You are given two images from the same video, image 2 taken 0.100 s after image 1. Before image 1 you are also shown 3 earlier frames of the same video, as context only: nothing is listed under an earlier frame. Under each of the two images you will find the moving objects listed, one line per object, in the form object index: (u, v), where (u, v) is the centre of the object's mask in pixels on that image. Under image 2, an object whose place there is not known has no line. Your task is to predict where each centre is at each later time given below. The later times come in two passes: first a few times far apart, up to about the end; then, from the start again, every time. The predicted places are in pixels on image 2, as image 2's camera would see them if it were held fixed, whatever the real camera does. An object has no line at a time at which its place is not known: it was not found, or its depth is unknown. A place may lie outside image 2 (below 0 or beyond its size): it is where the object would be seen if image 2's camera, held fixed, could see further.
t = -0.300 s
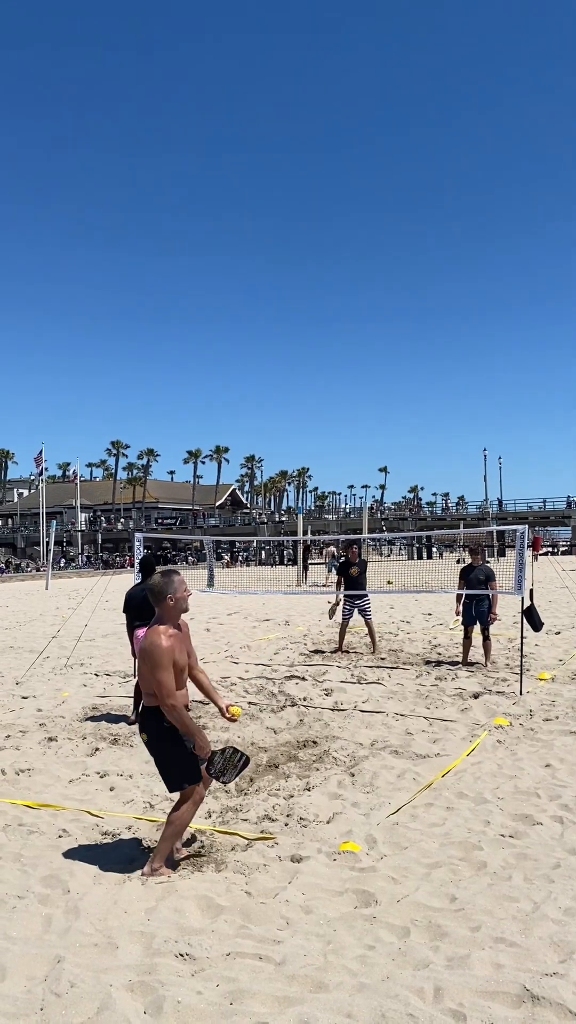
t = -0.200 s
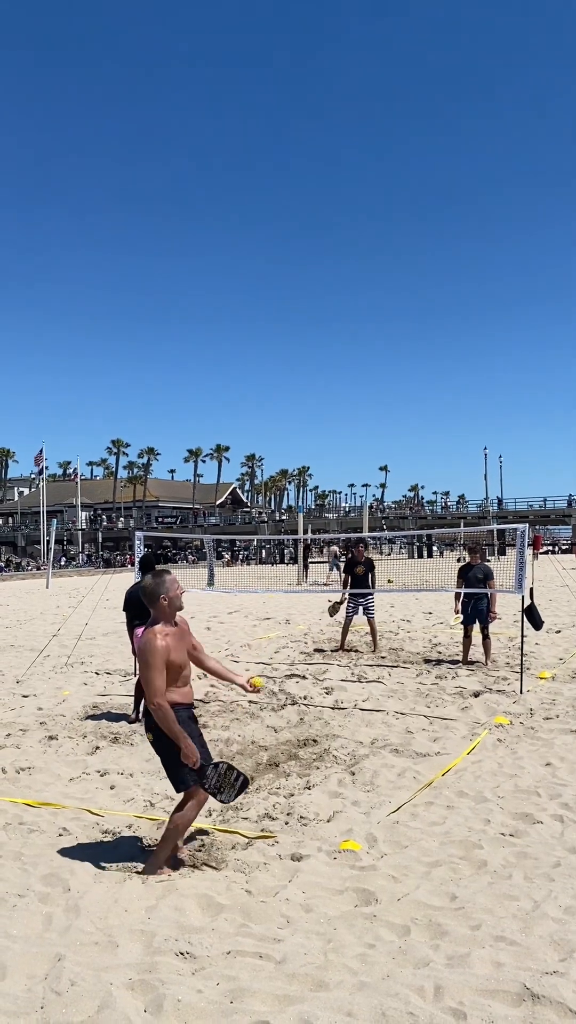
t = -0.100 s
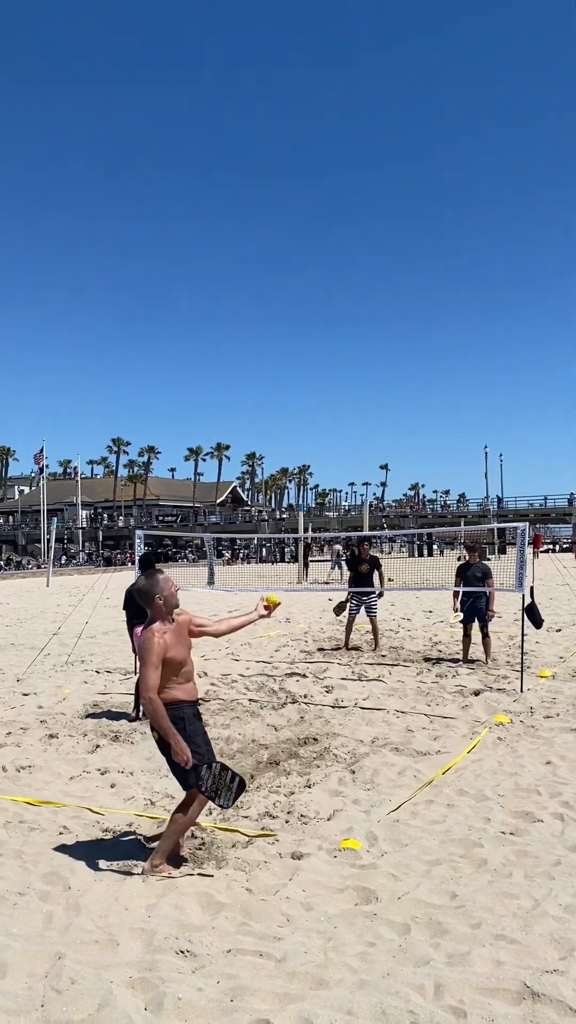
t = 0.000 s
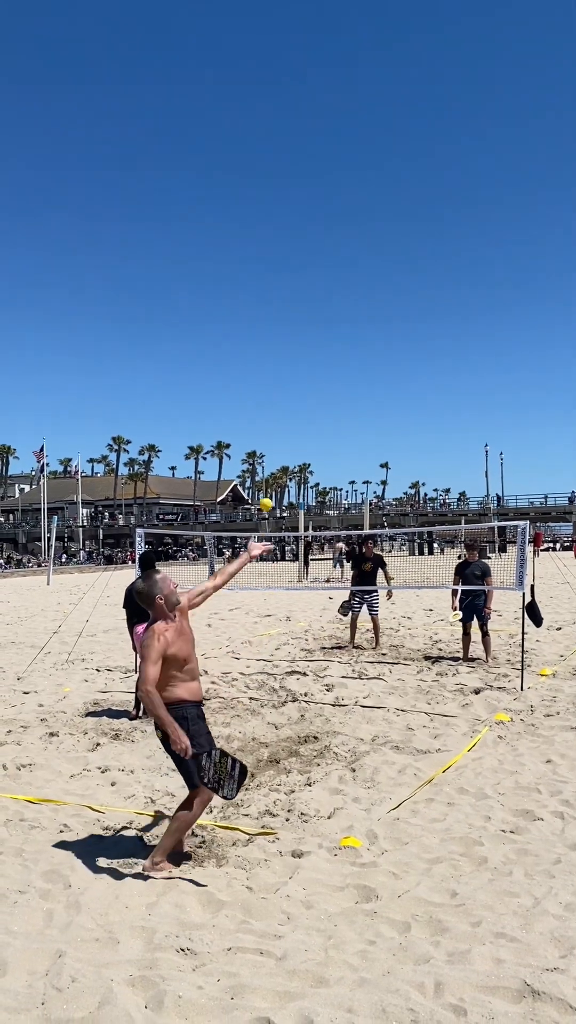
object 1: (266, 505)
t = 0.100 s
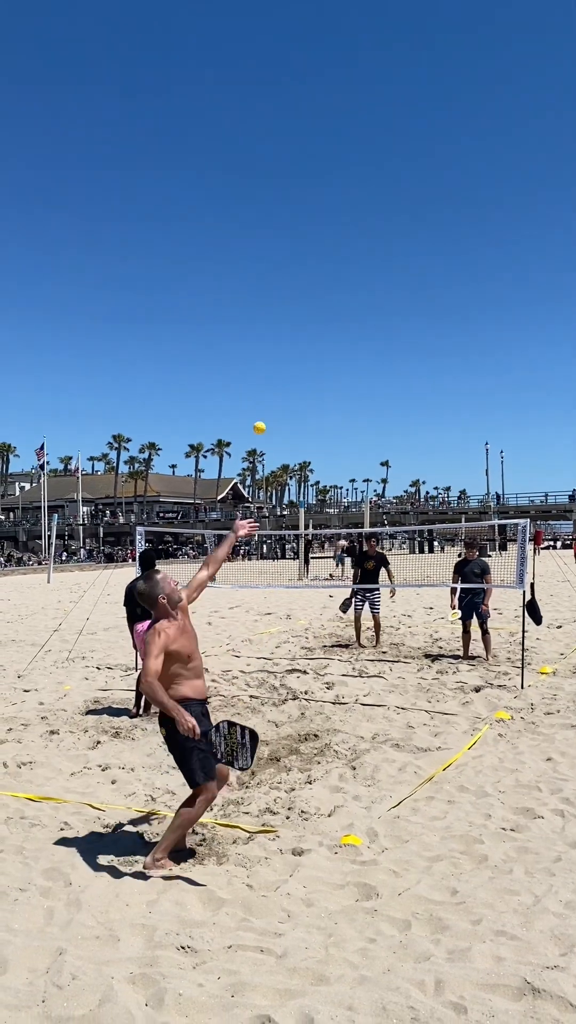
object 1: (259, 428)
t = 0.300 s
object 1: (244, 332)
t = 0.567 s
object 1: (223, 316)
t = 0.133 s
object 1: (257, 407)
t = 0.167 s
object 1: (254, 388)
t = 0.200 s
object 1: (252, 371)
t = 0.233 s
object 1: (250, 356)
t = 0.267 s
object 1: (247, 343)
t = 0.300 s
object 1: (244, 332)
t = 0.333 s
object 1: (242, 323)
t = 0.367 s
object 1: (239, 317)
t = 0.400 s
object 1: (237, 312)
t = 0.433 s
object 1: (234, 309)
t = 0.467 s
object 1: (232, 308)
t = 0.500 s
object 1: (229, 308)
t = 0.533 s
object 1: (226, 311)
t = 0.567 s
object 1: (223, 316)
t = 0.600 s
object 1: (220, 322)
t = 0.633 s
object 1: (217, 330)
